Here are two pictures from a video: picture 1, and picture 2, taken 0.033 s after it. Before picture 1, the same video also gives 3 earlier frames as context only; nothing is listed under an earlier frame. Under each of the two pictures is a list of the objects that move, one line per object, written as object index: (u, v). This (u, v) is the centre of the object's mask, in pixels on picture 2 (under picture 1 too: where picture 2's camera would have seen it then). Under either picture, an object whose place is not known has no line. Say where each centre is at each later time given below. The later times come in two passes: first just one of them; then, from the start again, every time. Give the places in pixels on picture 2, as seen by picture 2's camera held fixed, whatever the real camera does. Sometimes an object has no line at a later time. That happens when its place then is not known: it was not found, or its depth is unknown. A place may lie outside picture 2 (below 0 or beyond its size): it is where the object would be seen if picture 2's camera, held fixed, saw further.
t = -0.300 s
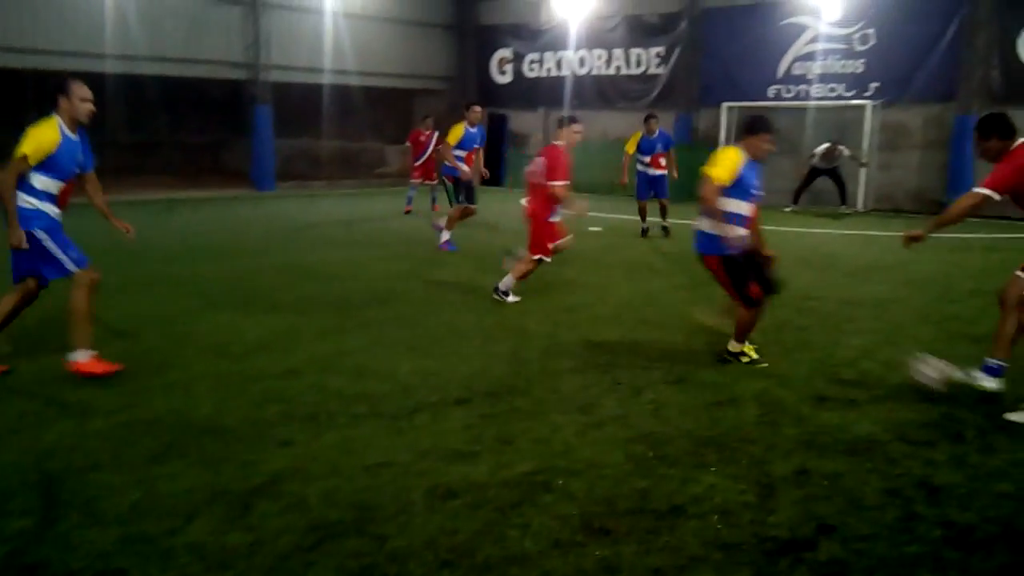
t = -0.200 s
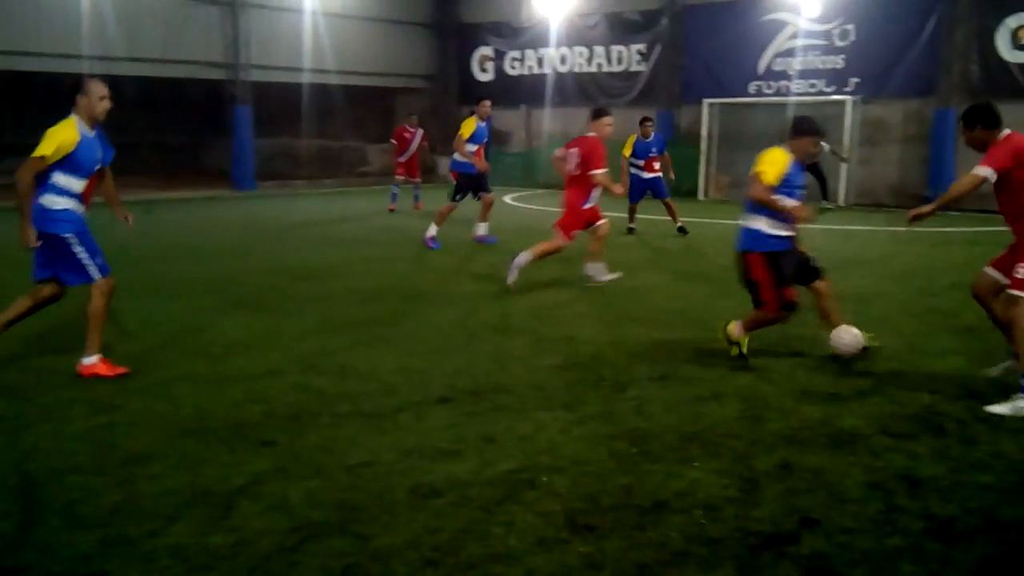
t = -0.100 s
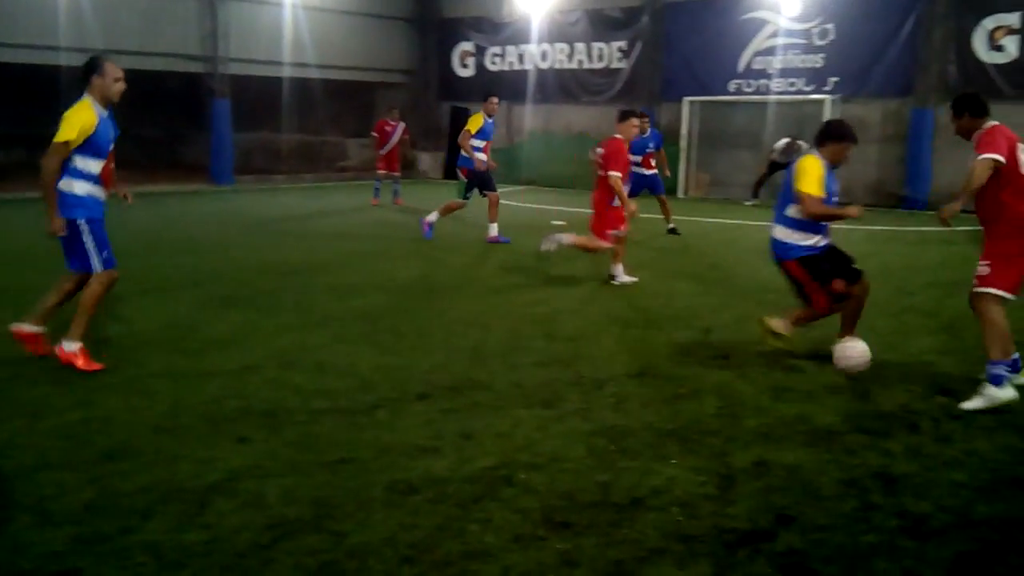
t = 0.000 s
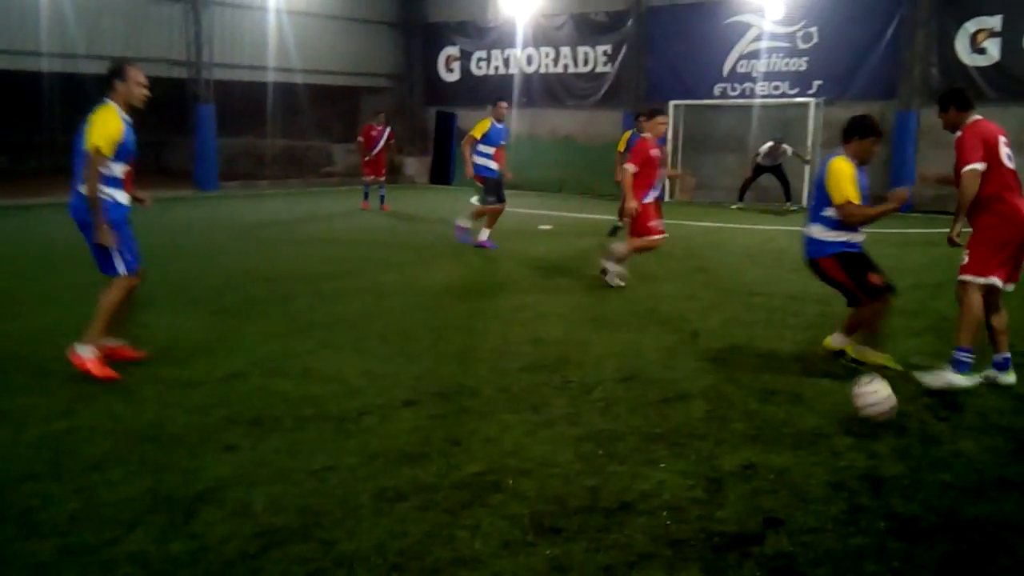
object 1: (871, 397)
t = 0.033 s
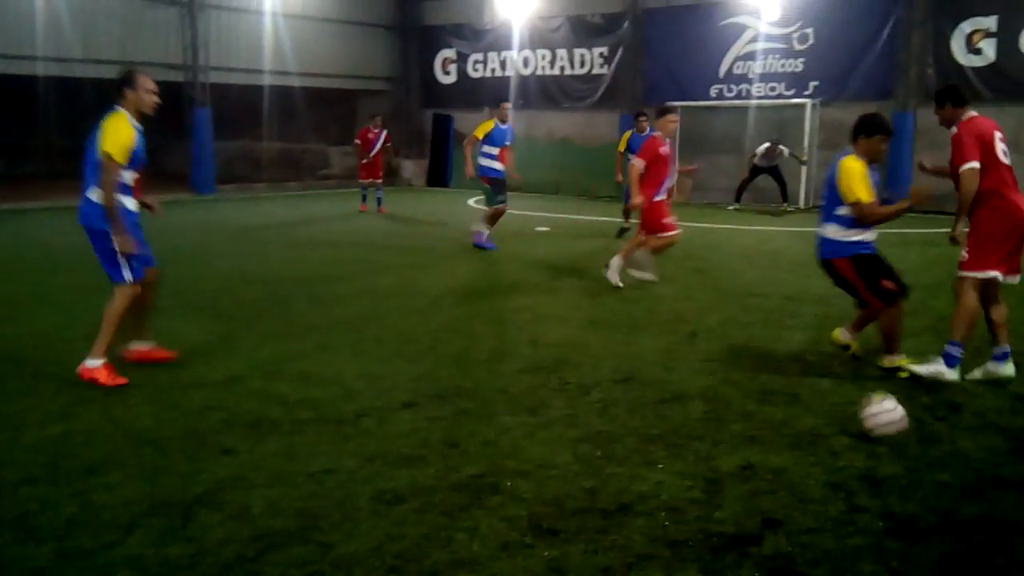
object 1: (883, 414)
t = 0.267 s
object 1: (974, 496)
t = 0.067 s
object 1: (895, 426)
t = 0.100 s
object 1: (907, 435)
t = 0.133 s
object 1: (919, 446)
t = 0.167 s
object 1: (933, 462)
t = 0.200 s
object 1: (947, 477)
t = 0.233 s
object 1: (959, 485)
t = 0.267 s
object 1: (974, 496)
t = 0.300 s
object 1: (988, 511)
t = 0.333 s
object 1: (1003, 528)
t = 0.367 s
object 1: (1020, 543)
